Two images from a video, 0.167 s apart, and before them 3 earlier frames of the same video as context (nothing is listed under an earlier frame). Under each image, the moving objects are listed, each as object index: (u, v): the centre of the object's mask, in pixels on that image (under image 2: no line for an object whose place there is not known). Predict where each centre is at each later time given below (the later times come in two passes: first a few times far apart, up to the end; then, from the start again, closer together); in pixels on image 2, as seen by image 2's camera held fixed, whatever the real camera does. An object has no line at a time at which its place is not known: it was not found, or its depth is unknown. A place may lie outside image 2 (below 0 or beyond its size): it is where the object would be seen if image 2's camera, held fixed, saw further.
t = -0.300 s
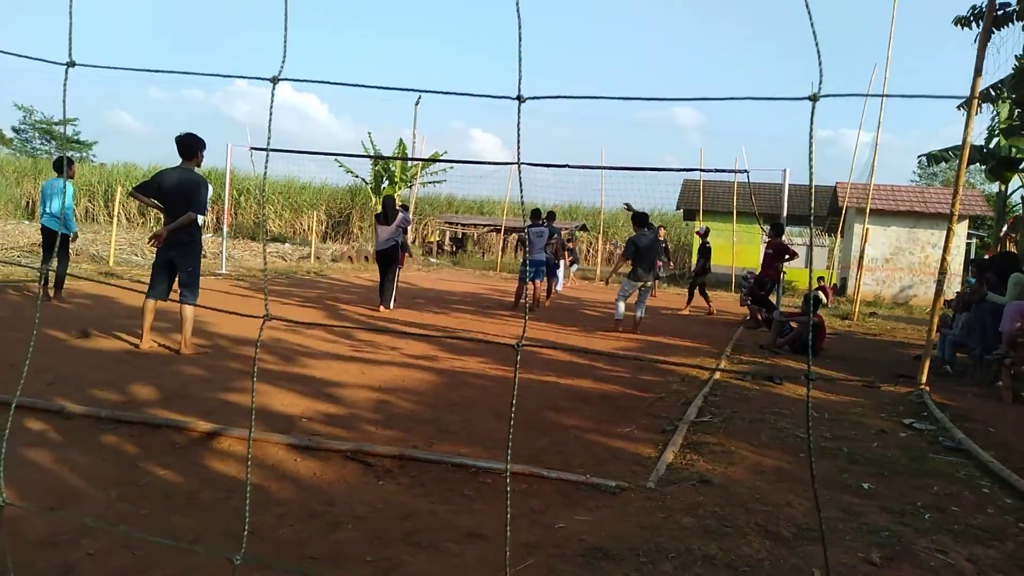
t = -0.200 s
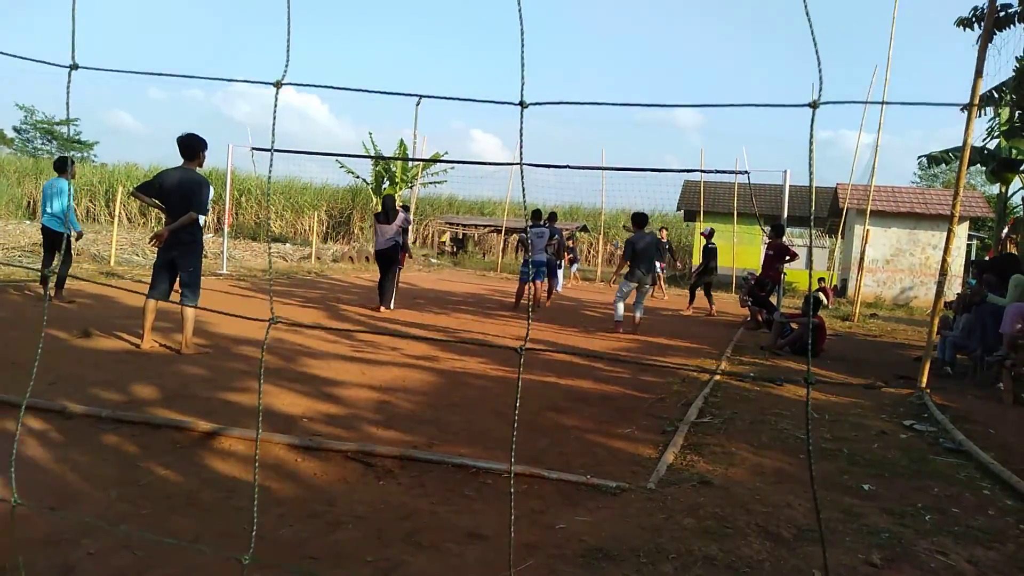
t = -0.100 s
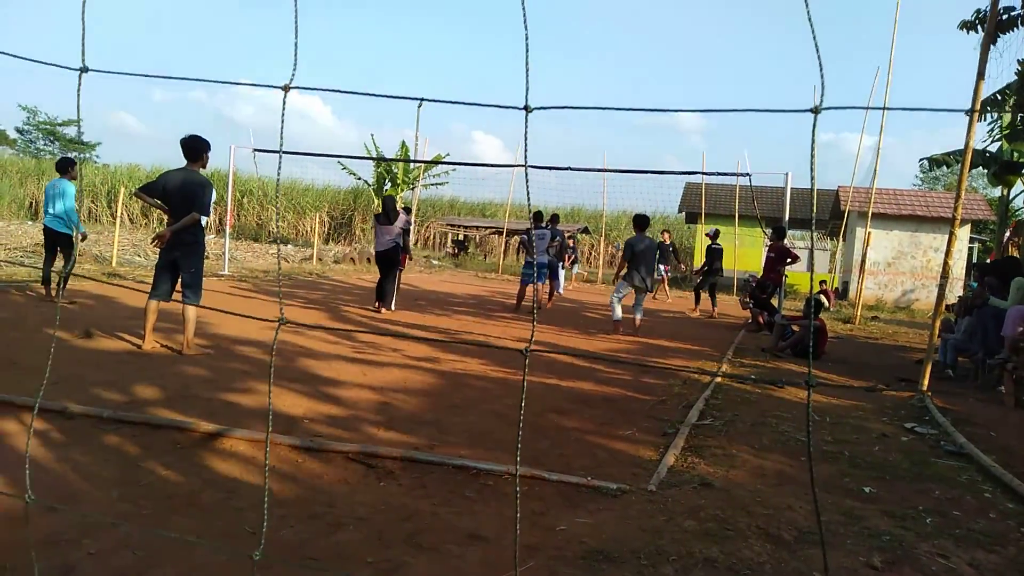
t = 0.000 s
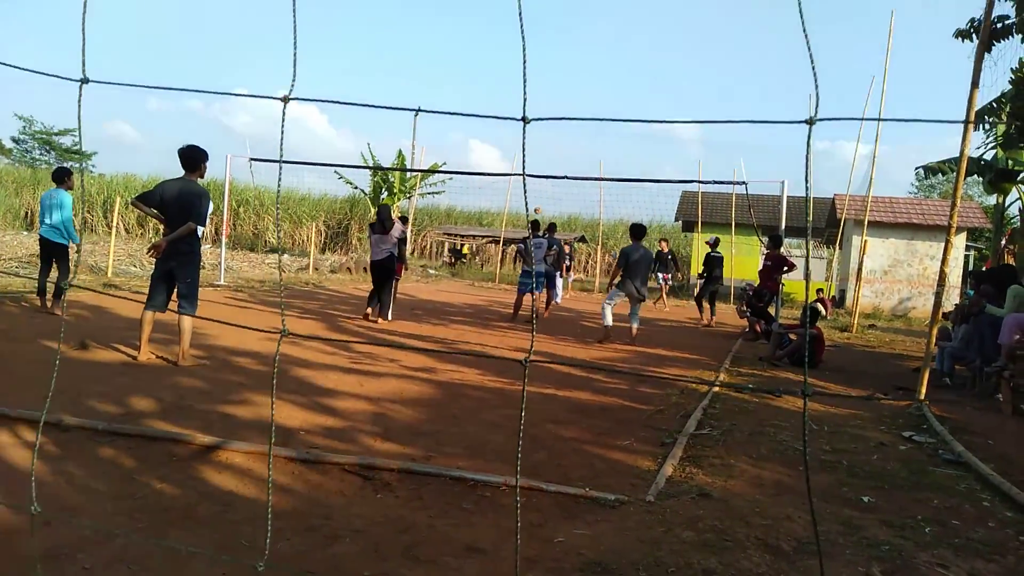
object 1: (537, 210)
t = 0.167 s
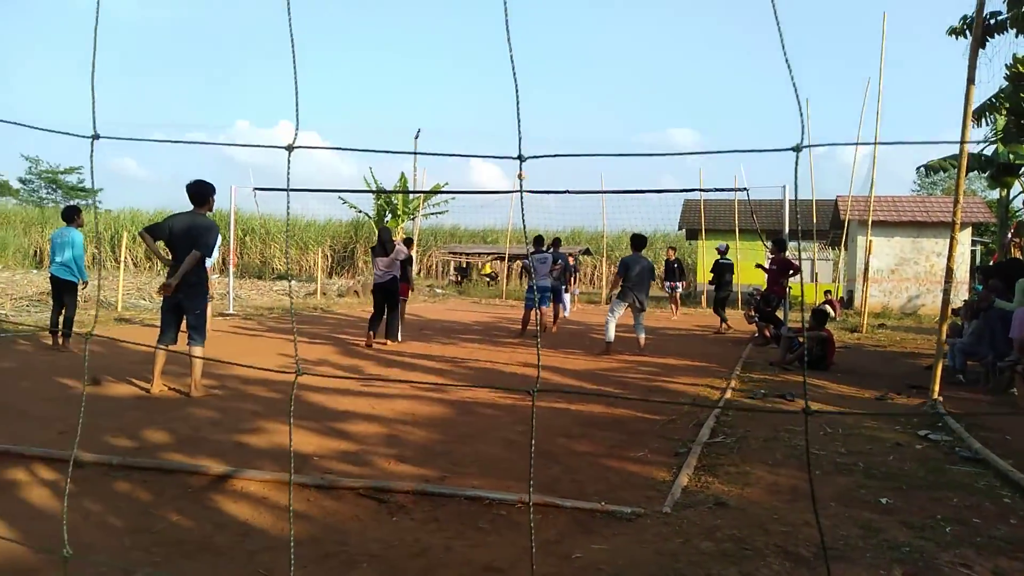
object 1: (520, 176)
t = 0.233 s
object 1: (512, 158)
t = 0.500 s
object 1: (471, 99)
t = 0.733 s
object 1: (429, 65)
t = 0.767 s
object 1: (424, 57)
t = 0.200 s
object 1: (517, 166)
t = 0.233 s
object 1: (512, 158)
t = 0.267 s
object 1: (507, 149)
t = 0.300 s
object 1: (502, 140)
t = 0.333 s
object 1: (498, 132)
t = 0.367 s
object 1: (493, 124)
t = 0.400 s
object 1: (488, 116)
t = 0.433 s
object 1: (483, 110)
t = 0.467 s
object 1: (477, 104)
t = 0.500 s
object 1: (471, 99)
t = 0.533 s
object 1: (466, 93)
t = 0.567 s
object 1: (460, 88)
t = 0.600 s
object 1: (454, 83)
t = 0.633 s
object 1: (448, 77)
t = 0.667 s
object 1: (443, 68)
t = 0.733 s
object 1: (429, 65)
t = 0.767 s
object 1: (424, 57)
